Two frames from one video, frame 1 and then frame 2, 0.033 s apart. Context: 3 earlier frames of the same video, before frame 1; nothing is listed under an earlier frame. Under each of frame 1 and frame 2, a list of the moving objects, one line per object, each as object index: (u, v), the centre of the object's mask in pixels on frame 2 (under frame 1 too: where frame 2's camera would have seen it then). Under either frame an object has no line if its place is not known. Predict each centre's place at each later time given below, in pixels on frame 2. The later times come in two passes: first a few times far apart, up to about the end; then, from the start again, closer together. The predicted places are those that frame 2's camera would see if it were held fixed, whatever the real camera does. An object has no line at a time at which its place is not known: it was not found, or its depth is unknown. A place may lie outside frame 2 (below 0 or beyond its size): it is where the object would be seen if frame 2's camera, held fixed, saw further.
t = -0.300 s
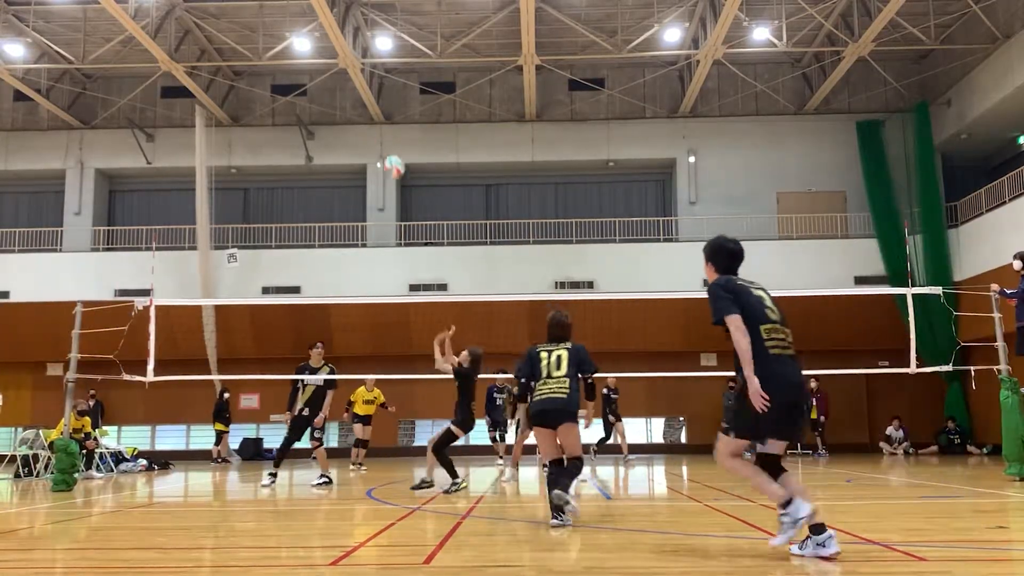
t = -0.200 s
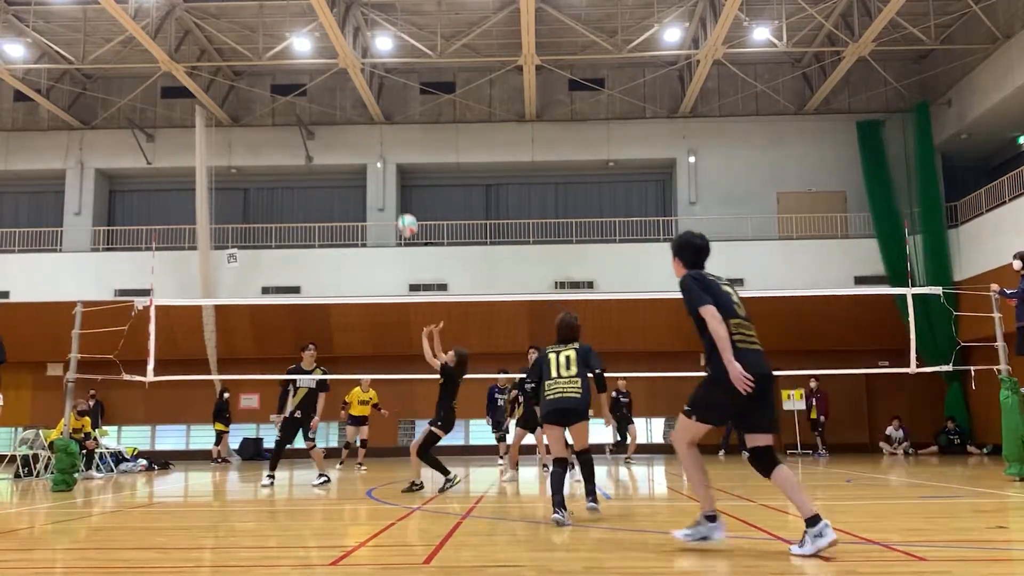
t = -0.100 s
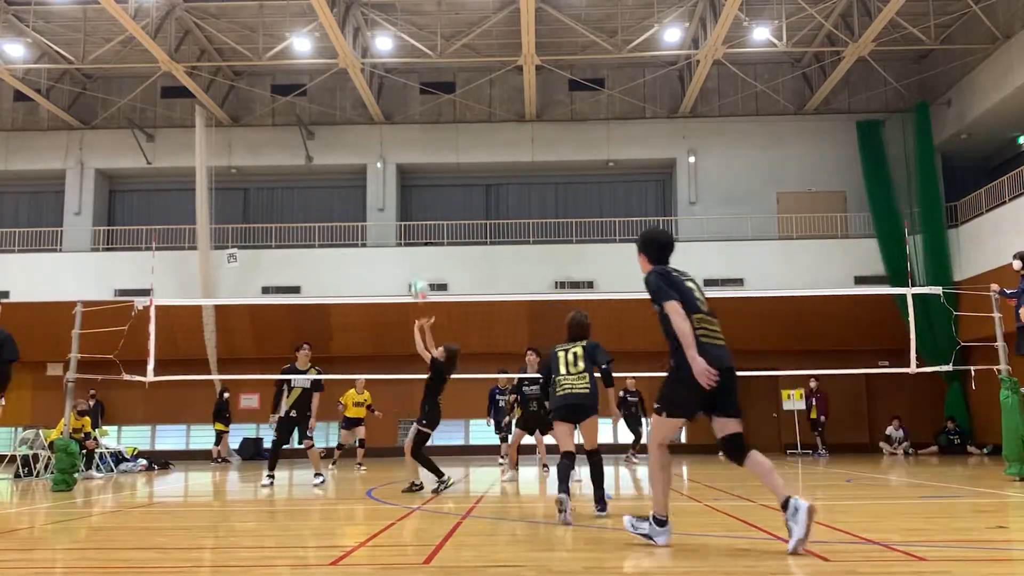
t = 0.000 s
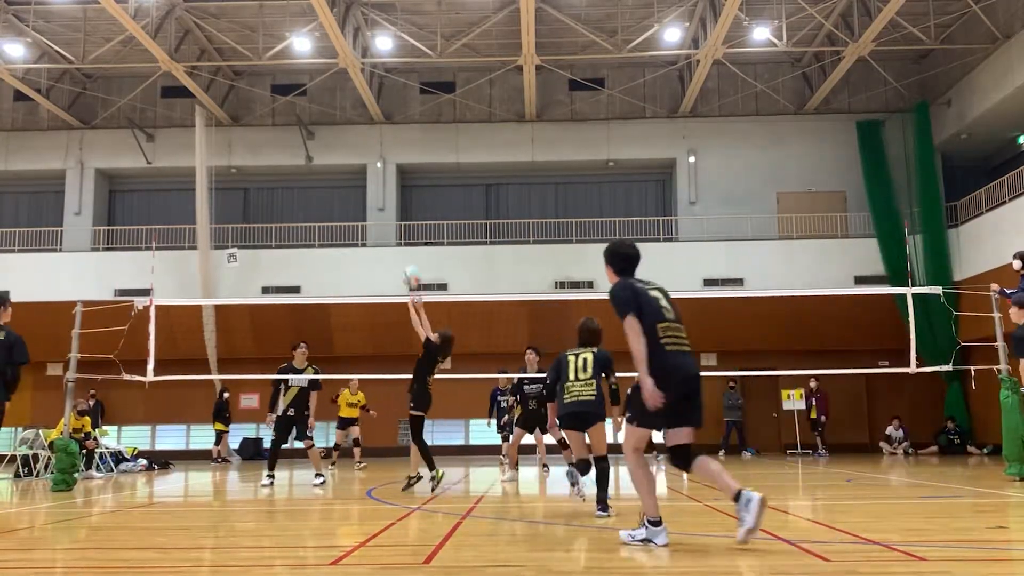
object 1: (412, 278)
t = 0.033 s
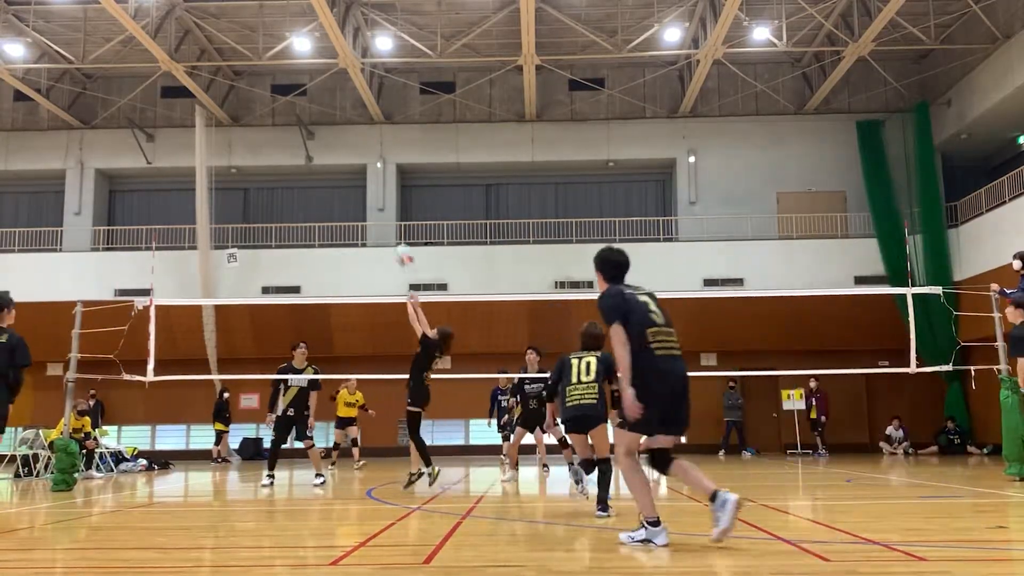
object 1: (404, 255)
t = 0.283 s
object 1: (350, 138)
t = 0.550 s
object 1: (297, 81)
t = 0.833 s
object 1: (243, 87)
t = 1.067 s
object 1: (198, 141)
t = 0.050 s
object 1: (401, 245)
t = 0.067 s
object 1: (396, 236)
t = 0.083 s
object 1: (393, 227)
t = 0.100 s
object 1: (388, 216)
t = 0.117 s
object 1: (385, 208)
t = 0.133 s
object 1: (381, 200)
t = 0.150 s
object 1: (376, 192)
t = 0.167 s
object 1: (373, 184)
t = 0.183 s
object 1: (369, 176)
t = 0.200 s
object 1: (365, 170)
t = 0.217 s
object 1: (363, 164)
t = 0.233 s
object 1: (360, 157)
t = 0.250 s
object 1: (357, 151)
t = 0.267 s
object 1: (353, 144)
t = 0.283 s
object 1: (350, 138)
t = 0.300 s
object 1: (346, 133)
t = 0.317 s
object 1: (343, 127)
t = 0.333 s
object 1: (340, 123)
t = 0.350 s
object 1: (336, 118)
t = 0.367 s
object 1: (333, 113)
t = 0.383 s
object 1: (330, 109)
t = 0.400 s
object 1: (327, 105)
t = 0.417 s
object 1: (323, 101)
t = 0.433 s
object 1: (320, 98)
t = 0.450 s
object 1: (316, 95)
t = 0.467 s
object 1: (313, 92)
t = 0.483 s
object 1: (310, 89)
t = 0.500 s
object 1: (307, 87)
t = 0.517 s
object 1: (303, 85)
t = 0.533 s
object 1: (300, 83)
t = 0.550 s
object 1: (297, 81)
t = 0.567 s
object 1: (294, 79)
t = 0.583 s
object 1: (290, 78)
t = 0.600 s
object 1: (287, 77)
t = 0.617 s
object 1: (284, 76)
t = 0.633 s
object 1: (280, 76)
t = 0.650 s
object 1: (277, 76)
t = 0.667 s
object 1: (274, 76)
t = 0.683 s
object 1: (271, 76)
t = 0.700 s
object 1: (268, 76)
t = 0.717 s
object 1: (265, 77)
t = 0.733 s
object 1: (262, 77)
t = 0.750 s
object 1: (259, 79)
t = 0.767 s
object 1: (255, 80)
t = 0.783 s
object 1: (252, 81)
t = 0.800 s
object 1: (249, 83)
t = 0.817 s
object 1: (246, 85)
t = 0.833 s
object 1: (243, 87)
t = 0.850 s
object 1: (239, 90)
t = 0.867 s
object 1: (236, 92)
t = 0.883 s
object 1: (233, 95)
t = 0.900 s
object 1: (230, 98)
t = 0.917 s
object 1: (227, 102)
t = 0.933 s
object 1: (224, 105)
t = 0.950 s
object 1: (221, 109)
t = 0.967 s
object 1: (218, 114)
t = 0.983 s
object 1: (215, 118)
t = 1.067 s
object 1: (198, 141)
